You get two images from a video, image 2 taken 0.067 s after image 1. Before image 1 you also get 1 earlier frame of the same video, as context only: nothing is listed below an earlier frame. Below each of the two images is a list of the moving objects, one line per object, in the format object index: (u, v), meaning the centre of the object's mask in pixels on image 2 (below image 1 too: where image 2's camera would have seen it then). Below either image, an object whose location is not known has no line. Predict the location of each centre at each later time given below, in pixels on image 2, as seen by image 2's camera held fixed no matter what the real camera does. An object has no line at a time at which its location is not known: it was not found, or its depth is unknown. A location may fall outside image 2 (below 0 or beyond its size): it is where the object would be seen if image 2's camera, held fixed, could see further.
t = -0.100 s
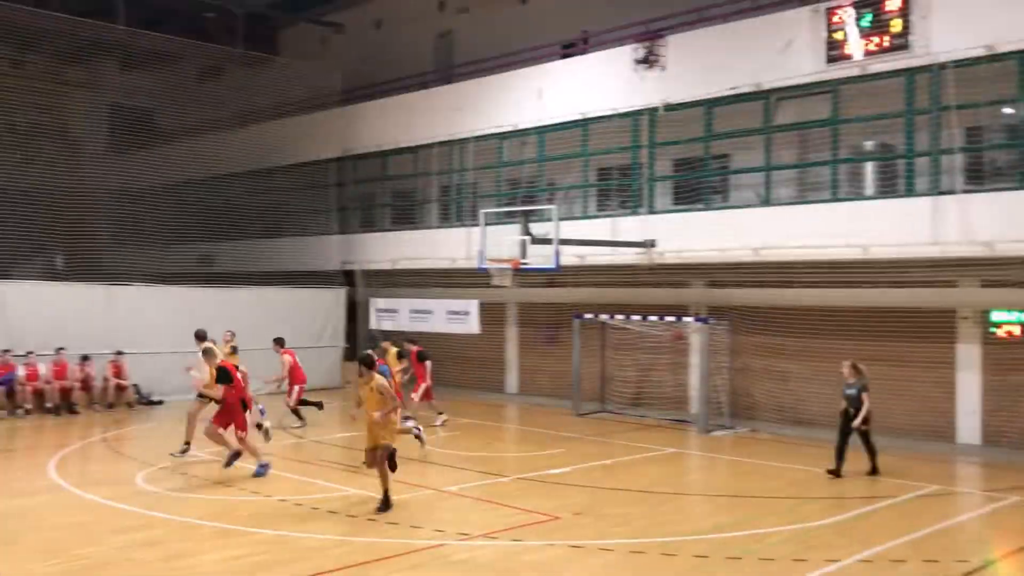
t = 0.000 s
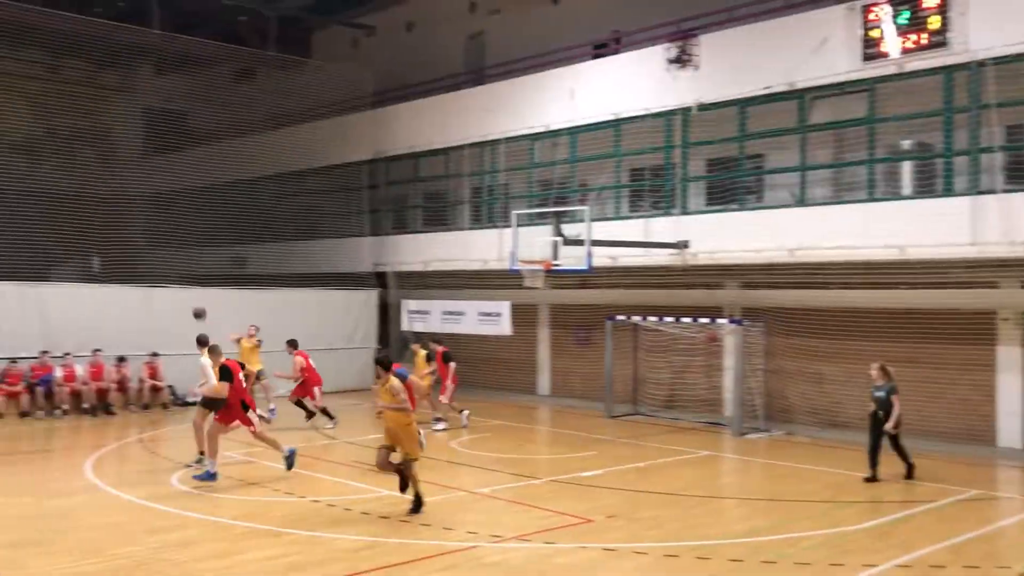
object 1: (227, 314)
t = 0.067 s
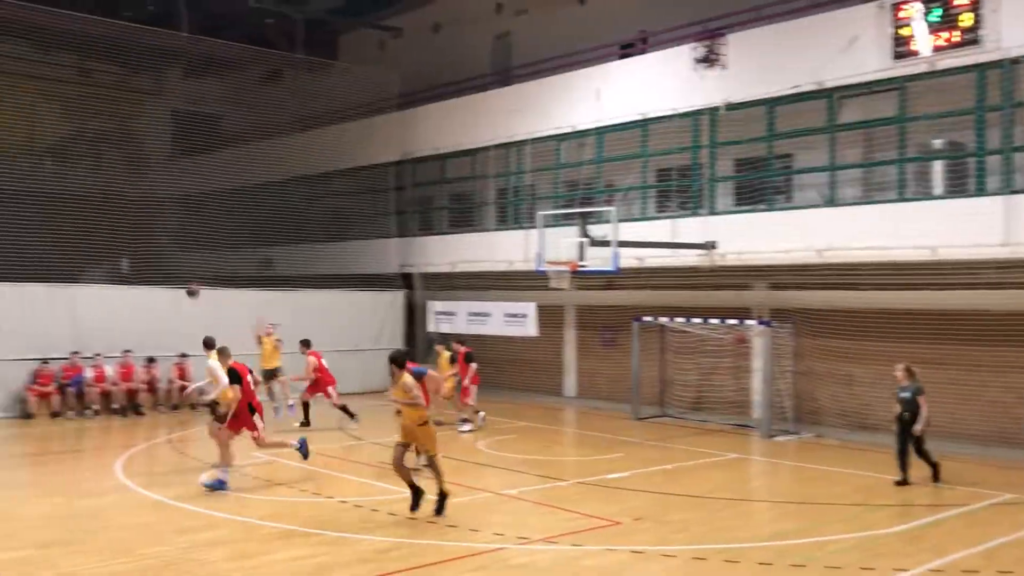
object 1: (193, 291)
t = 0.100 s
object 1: (177, 278)
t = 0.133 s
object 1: (159, 265)
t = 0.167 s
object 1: (137, 256)
